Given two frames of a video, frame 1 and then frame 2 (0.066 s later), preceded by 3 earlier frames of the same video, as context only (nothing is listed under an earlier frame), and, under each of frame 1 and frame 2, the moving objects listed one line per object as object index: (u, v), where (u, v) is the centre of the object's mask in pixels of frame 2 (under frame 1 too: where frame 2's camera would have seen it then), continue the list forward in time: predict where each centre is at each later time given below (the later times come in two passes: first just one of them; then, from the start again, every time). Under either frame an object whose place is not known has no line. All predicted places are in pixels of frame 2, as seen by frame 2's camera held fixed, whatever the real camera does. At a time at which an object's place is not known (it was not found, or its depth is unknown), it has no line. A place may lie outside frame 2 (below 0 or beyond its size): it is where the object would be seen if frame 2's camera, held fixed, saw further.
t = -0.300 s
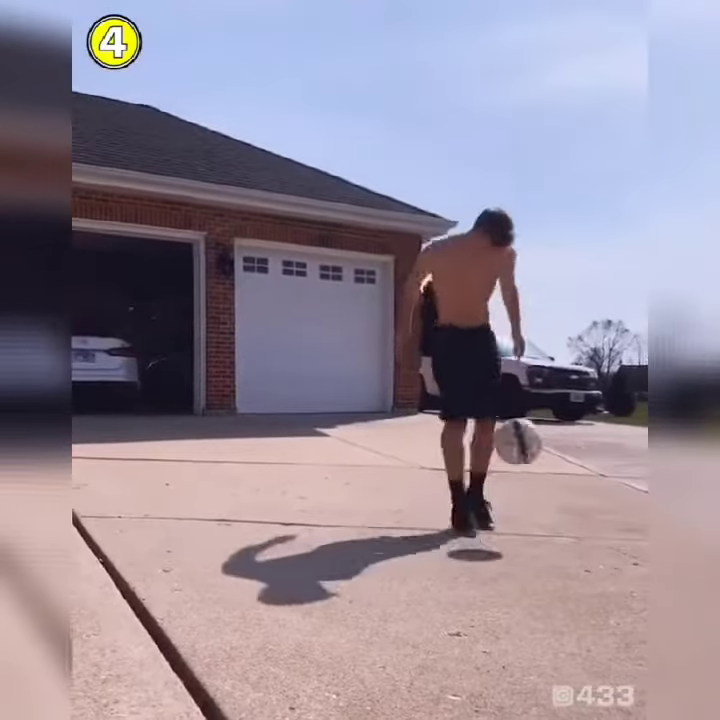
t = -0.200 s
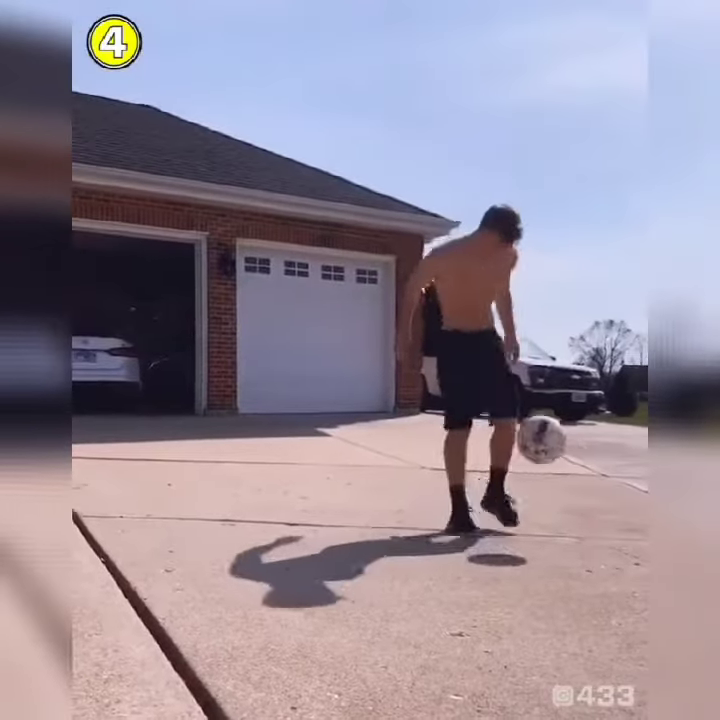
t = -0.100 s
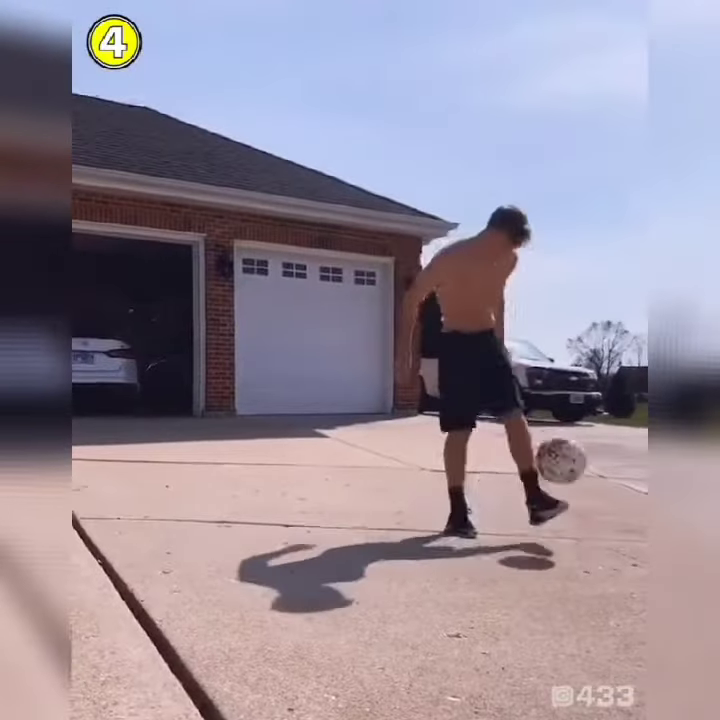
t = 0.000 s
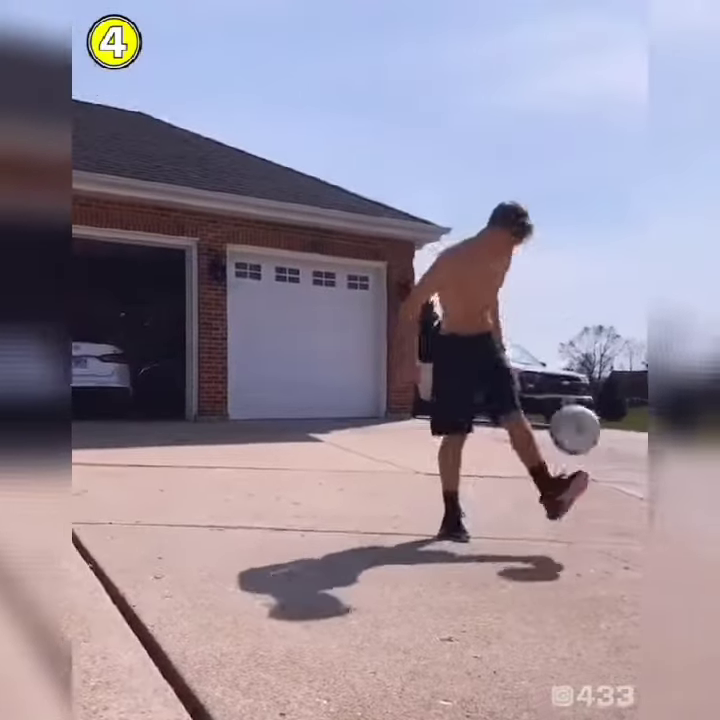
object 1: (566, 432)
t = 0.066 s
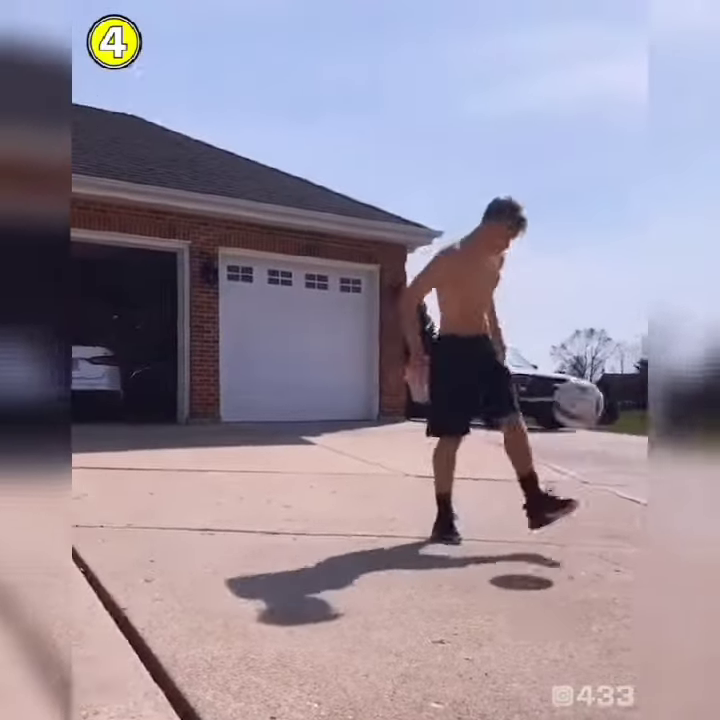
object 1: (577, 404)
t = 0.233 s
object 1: (604, 376)
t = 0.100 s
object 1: (584, 393)
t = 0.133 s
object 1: (589, 386)
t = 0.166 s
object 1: (593, 380)
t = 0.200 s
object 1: (599, 377)
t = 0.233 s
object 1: (604, 376)
